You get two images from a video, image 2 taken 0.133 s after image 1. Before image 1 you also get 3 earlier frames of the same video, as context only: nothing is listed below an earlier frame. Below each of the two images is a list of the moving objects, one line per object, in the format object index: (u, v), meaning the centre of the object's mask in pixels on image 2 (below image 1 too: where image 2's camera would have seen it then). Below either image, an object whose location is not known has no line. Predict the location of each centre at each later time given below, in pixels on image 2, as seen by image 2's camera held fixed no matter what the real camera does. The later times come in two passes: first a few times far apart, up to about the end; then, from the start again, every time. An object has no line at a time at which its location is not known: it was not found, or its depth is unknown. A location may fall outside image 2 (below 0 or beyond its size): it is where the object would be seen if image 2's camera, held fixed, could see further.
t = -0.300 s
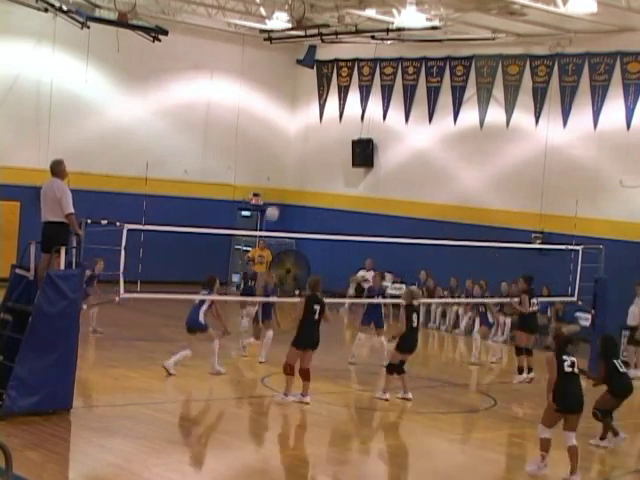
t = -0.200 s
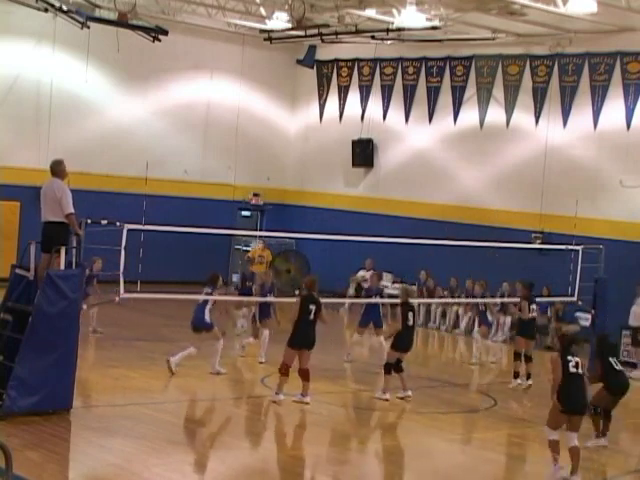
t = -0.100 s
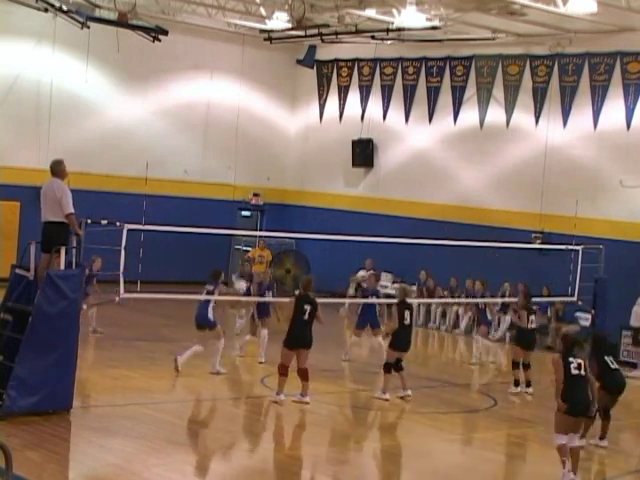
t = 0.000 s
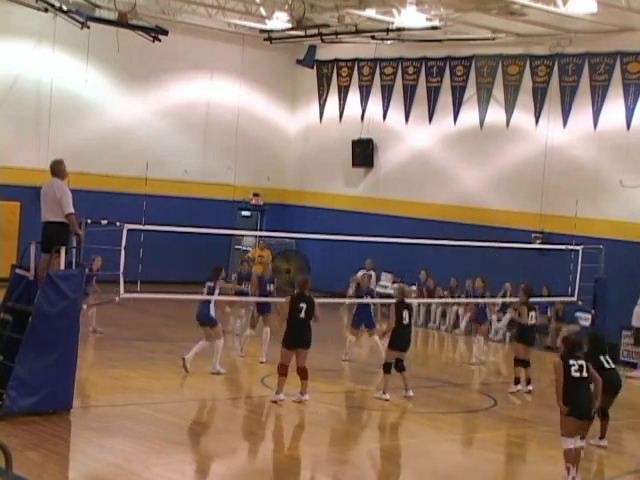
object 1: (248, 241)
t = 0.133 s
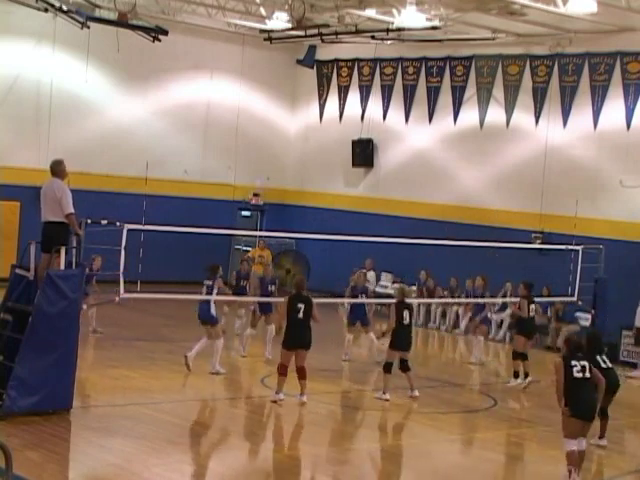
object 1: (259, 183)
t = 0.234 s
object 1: (268, 153)
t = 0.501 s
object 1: (289, 94)
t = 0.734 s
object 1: (303, 83)
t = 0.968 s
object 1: (314, 106)
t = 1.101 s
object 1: (320, 132)
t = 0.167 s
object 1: (262, 173)
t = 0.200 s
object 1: (266, 166)
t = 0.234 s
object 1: (268, 153)
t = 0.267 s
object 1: (273, 145)
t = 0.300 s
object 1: (275, 134)
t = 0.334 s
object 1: (278, 125)
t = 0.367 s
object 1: (280, 118)
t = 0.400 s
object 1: (283, 112)
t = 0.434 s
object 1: (285, 104)
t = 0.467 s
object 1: (287, 99)
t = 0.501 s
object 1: (289, 94)
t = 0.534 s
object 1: (291, 90)
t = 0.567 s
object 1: (293, 87)
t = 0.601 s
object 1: (295, 85)
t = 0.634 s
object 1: (297, 83)
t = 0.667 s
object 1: (299, 83)
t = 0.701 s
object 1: (300, 82)
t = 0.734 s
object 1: (303, 83)
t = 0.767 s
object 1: (305, 85)
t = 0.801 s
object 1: (306, 86)
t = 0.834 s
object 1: (307, 88)
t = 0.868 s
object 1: (309, 91)
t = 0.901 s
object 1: (311, 95)
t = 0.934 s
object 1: (313, 100)
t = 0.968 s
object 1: (314, 106)
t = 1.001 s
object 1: (316, 111)
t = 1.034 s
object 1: (317, 118)
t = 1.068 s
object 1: (320, 125)
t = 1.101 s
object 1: (320, 132)
